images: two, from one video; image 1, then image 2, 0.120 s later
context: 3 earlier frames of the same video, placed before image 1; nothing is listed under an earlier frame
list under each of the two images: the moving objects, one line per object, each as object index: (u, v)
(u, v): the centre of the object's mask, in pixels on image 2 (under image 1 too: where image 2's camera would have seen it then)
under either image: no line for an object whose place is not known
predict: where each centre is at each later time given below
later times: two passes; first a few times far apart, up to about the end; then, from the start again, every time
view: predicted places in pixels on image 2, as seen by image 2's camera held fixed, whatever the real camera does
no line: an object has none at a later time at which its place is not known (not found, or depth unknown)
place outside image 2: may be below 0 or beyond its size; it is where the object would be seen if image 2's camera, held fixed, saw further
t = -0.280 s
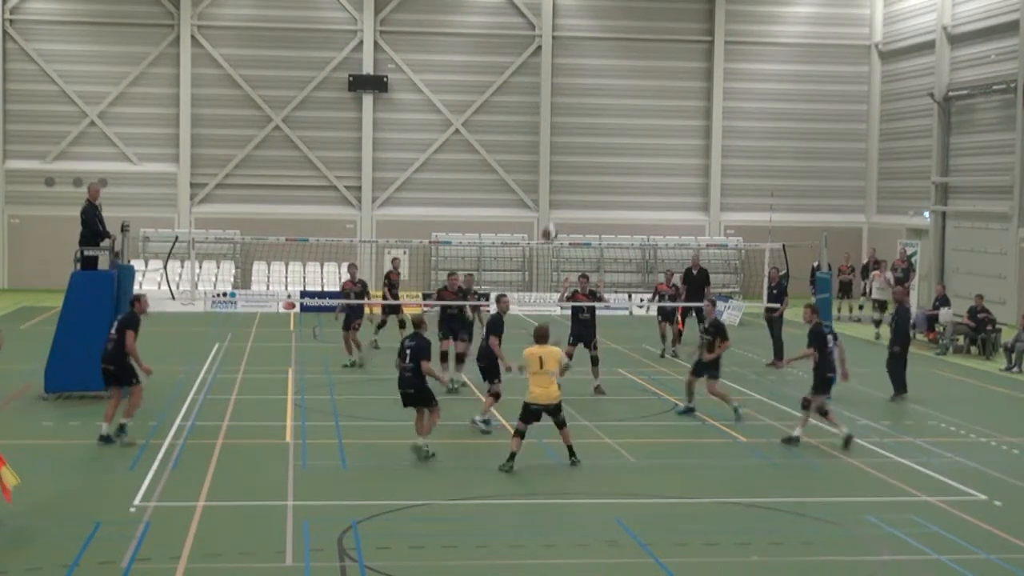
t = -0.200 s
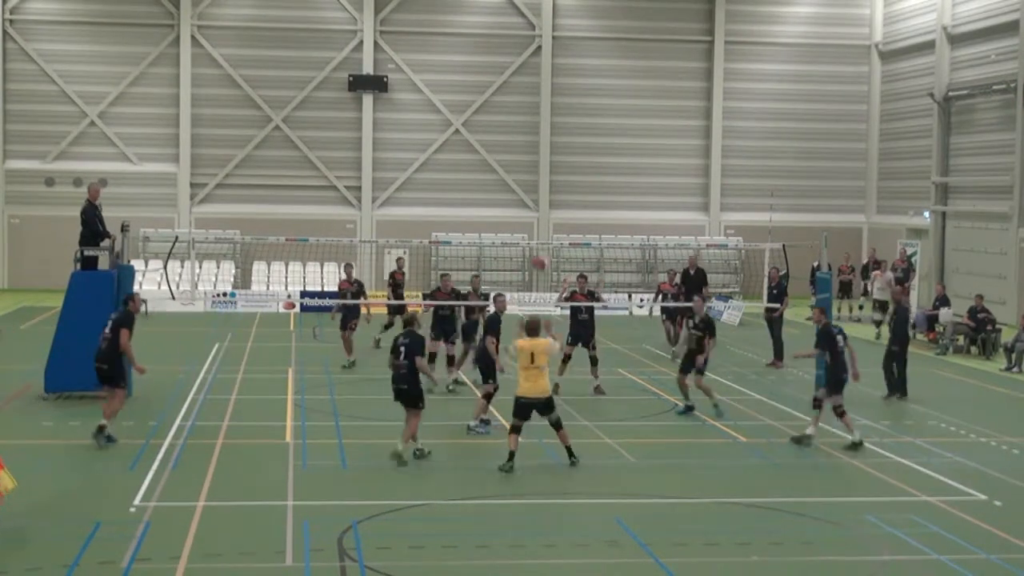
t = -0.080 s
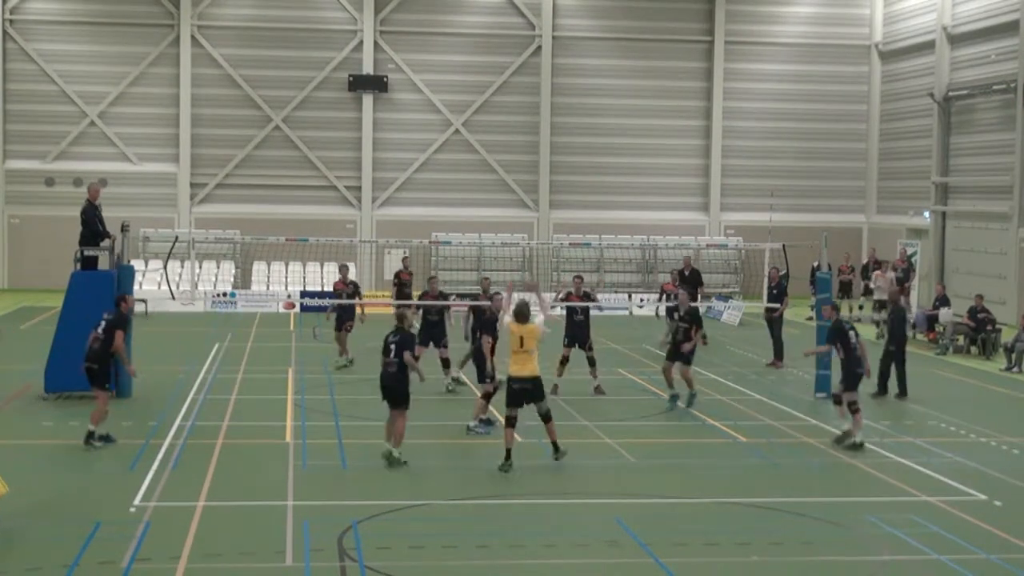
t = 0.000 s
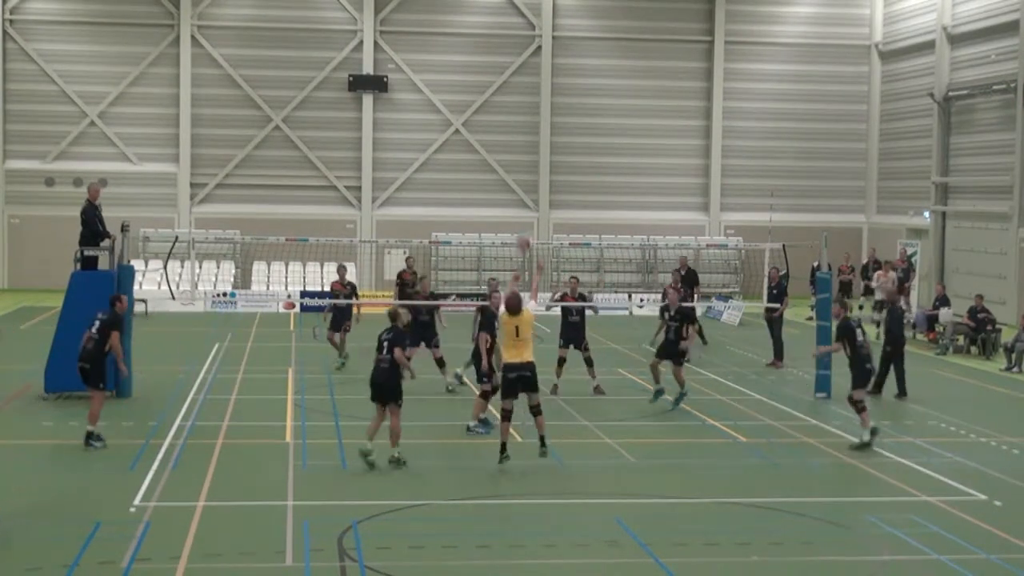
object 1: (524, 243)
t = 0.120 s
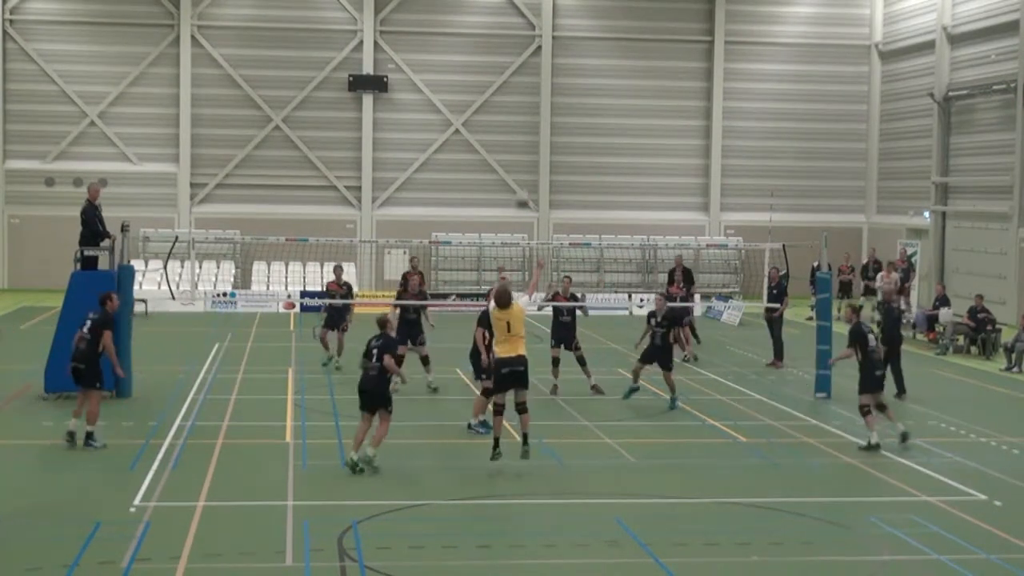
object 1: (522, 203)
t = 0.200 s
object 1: (520, 176)
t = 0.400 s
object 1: (519, 145)
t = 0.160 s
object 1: (521, 186)
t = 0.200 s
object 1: (520, 176)
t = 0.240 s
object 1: (520, 168)
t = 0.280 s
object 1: (520, 159)
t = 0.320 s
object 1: (520, 154)
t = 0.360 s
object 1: (519, 149)
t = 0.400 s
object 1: (519, 145)
